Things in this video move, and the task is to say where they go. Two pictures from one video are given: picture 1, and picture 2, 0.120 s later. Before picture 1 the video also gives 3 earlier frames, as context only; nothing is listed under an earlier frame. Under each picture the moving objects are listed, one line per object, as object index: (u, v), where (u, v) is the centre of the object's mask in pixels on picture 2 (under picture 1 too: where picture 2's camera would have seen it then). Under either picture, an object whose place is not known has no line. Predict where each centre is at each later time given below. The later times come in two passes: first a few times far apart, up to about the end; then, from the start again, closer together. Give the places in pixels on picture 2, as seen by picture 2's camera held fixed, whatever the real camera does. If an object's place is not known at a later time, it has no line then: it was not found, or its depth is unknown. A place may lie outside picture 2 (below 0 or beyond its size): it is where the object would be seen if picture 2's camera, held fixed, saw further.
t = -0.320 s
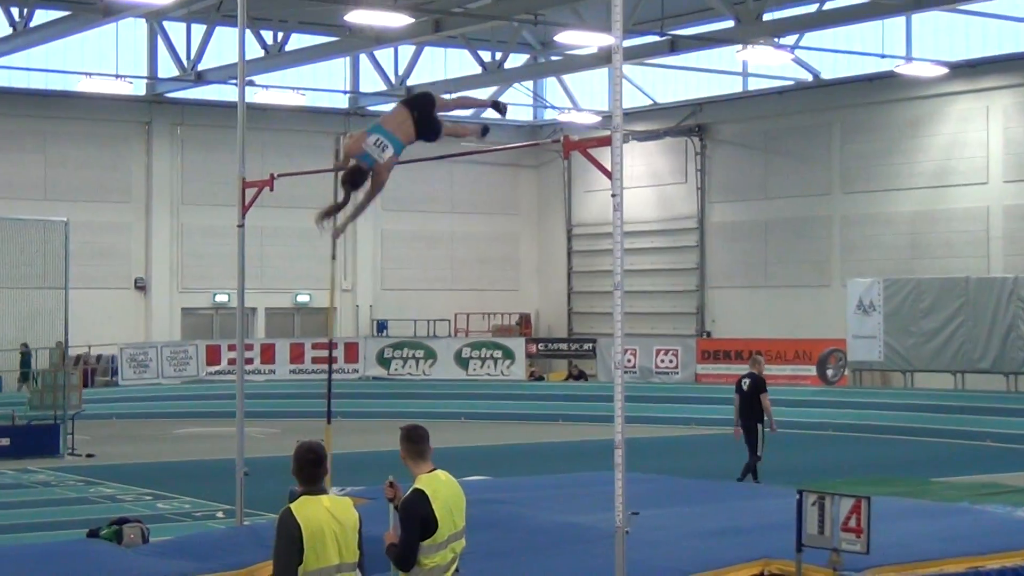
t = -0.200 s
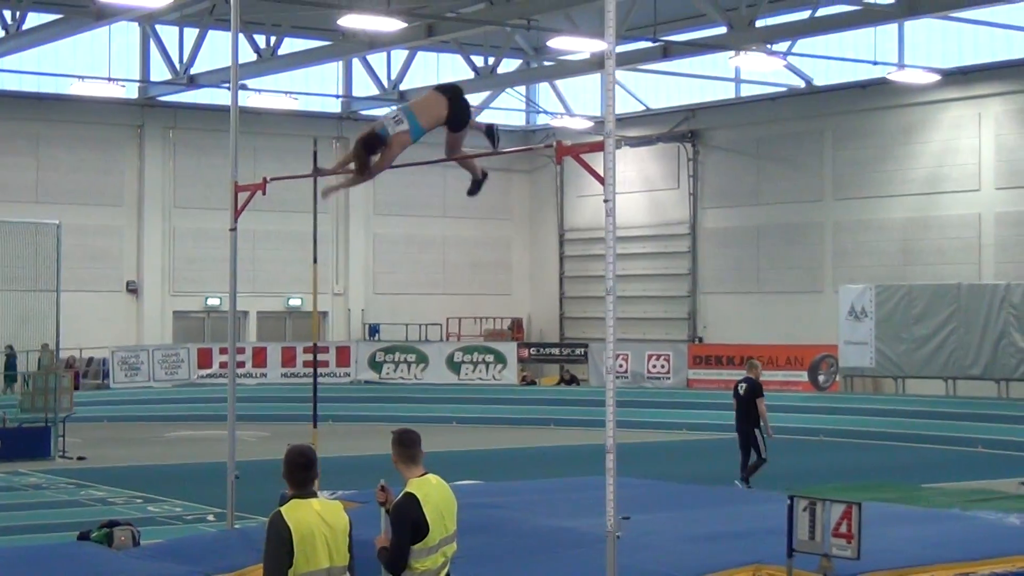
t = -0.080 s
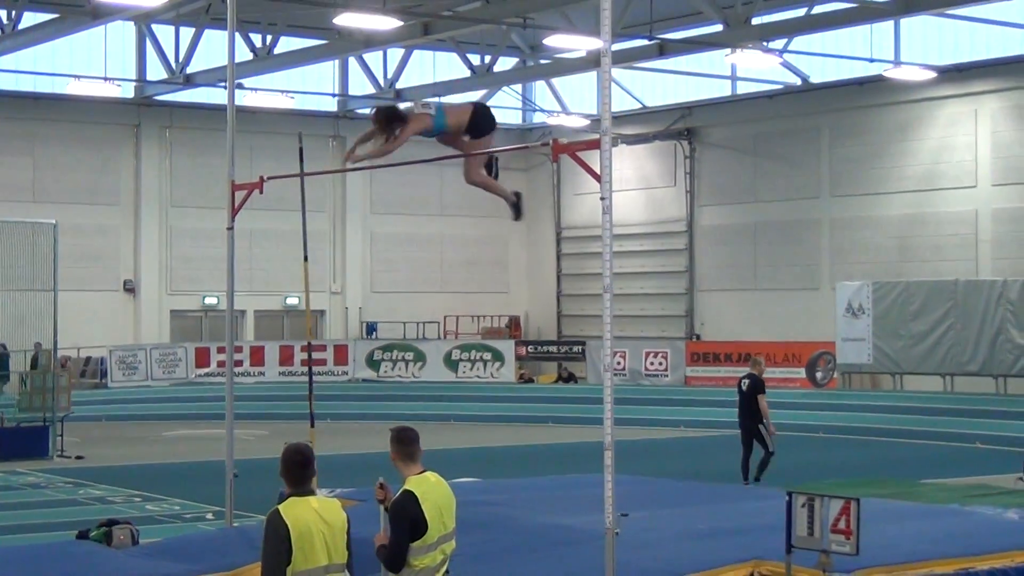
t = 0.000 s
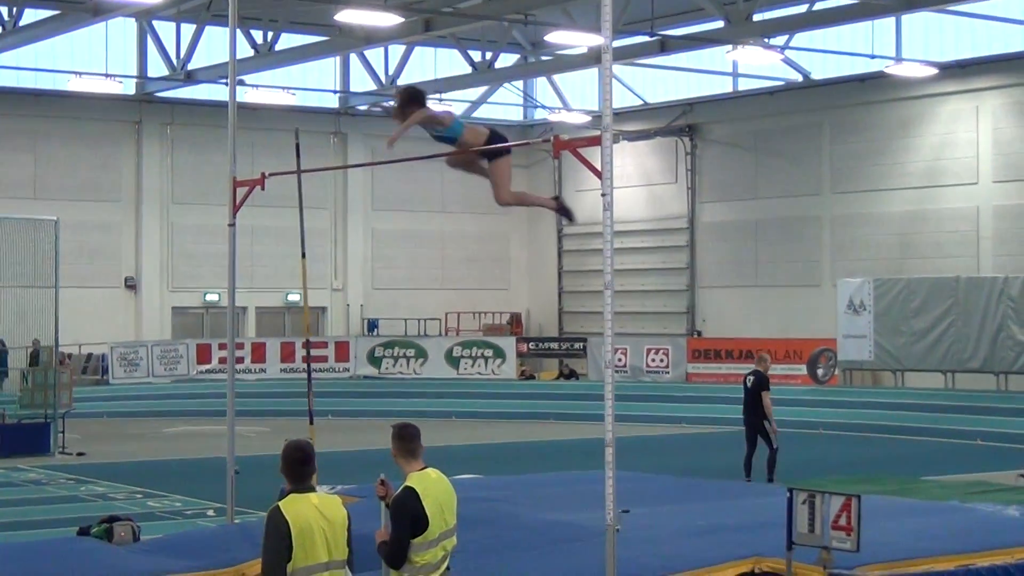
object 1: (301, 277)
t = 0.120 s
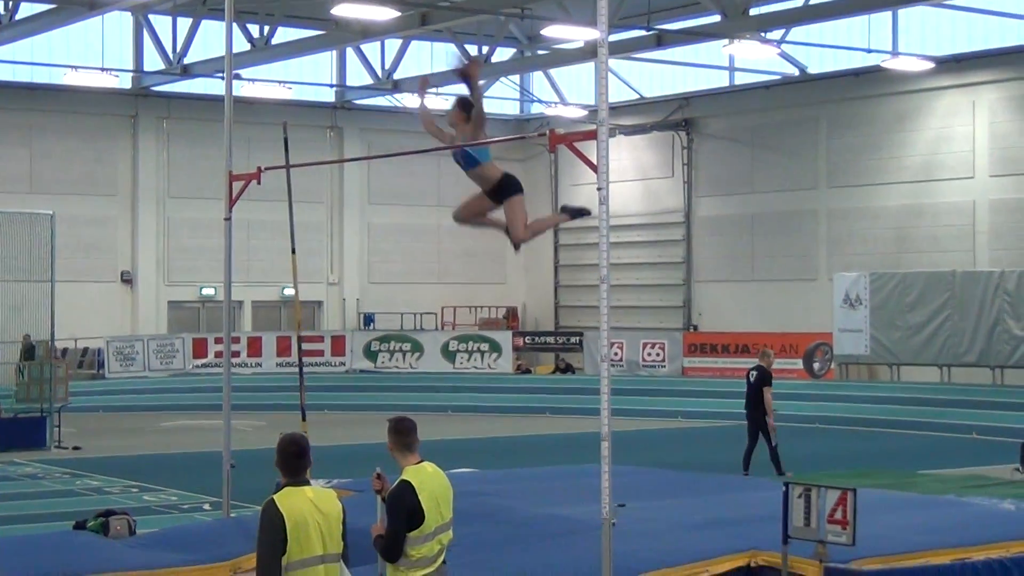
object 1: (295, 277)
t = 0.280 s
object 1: (284, 278)
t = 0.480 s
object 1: (267, 285)
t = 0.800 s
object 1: (218, 325)
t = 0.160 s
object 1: (293, 278)
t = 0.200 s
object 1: (290, 281)
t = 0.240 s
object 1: (287, 276)
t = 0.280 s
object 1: (284, 278)
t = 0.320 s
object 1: (281, 281)
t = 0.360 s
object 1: (278, 282)
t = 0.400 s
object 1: (274, 283)
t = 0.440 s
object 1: (271, 287)
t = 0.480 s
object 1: (267, 285)
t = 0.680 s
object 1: (240, 305)
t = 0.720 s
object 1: (233, 310)
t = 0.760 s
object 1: (226, 319)
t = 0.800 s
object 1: (218, 325)
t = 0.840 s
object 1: (208, 337)
